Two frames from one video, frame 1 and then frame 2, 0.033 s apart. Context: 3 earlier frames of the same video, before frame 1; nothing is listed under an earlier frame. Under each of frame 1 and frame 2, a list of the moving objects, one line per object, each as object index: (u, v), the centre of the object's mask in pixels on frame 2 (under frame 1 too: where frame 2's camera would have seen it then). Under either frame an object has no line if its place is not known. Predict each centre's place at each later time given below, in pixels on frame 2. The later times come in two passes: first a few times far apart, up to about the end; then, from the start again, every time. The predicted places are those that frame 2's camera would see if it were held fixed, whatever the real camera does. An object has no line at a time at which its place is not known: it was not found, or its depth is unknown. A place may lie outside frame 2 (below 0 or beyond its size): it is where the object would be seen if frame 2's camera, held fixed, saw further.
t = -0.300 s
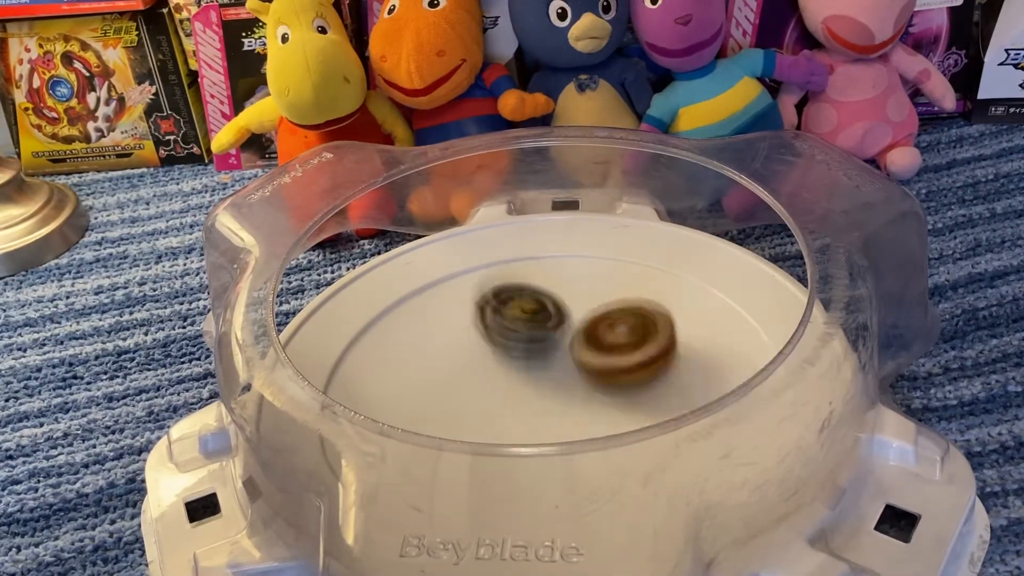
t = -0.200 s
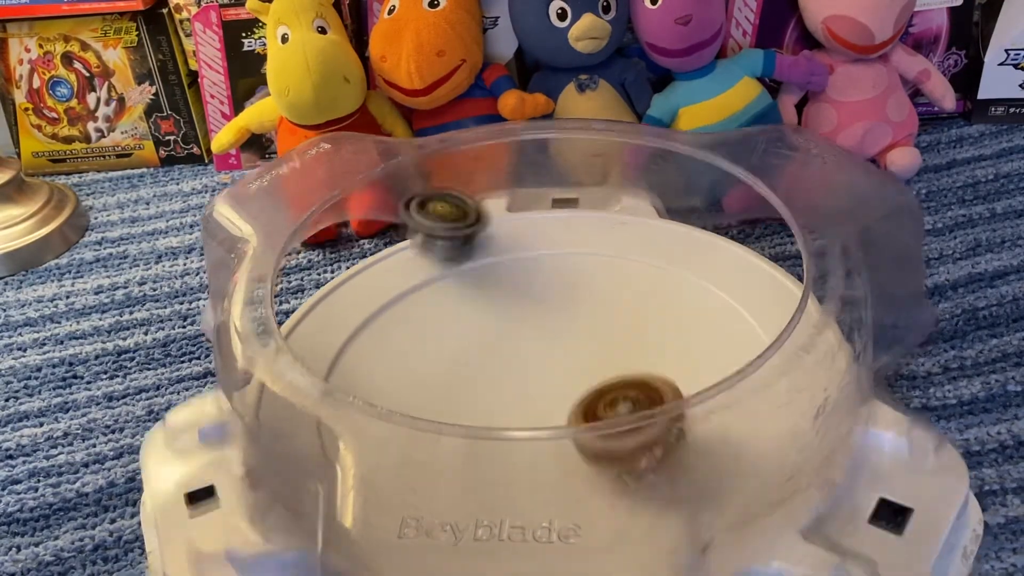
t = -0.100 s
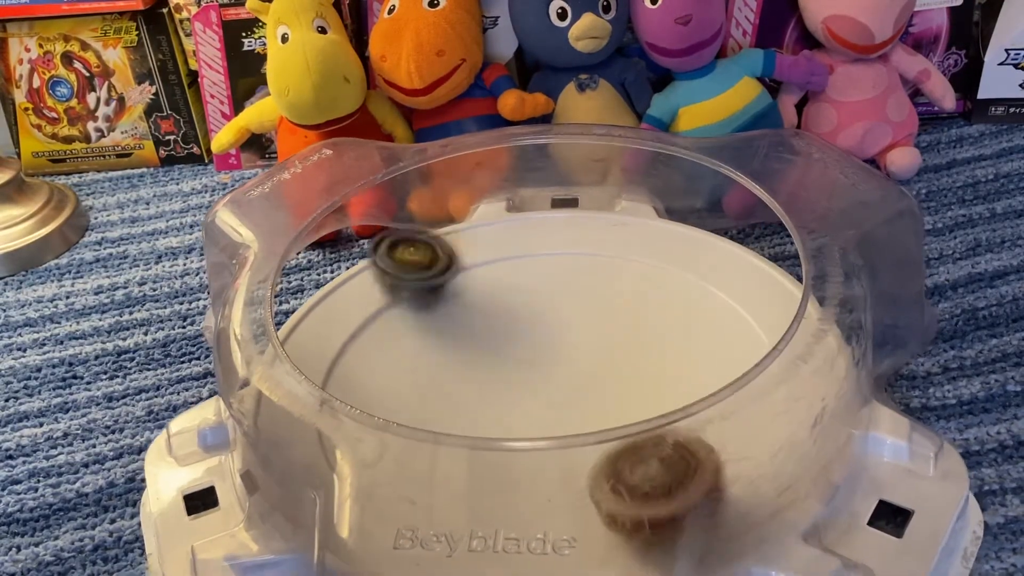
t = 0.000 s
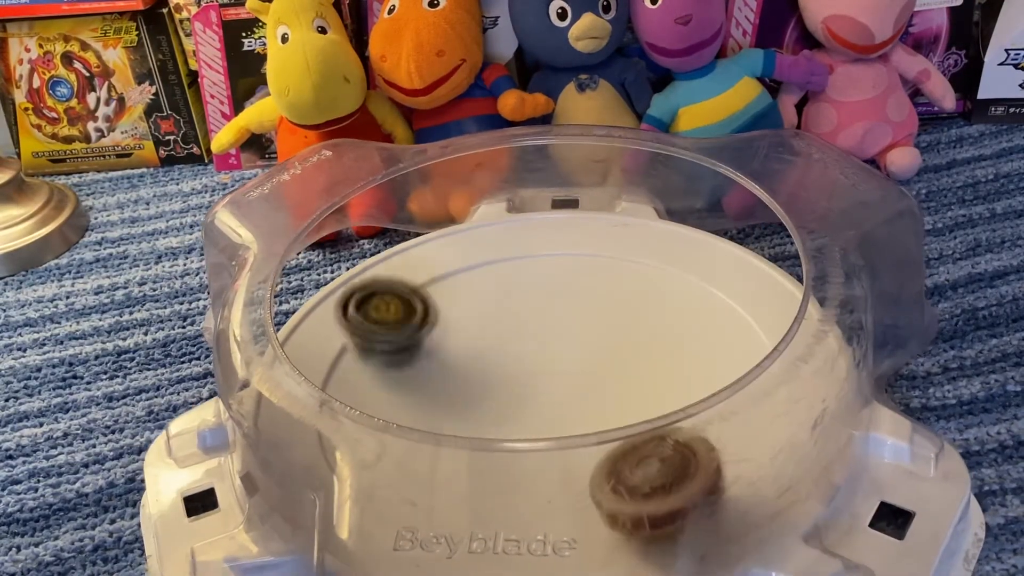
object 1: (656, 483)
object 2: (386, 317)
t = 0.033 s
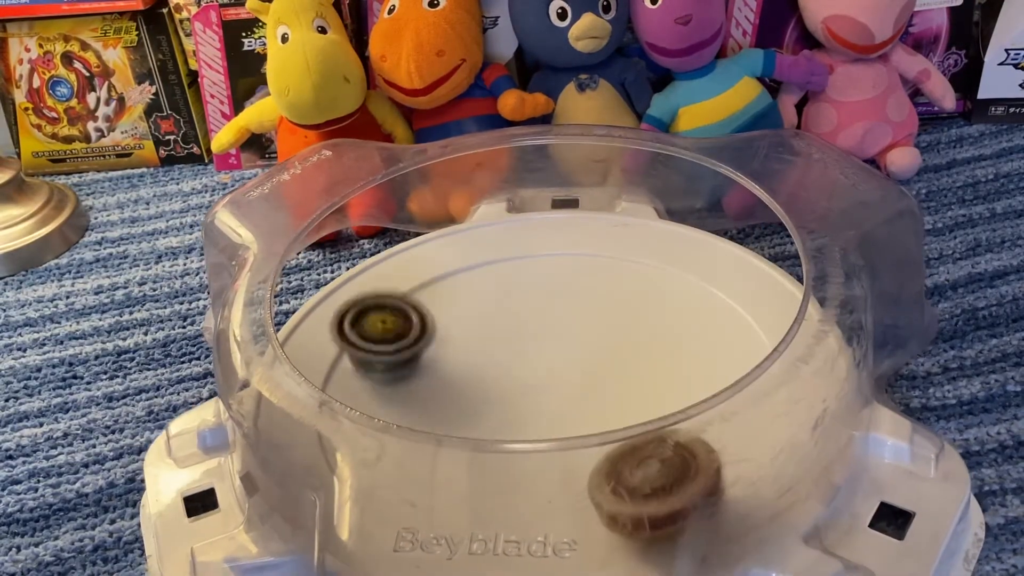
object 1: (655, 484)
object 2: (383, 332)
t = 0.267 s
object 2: (486, 388)
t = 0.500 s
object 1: (570, 454)
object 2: (619, 346)
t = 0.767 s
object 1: (423, 409)
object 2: (612, 291)
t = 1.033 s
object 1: (416, 421)
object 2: (541, 319)
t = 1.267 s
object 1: (453, 407)
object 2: (591, 357)
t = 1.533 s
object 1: (456, 351)
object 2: (645, 310)
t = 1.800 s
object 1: (424, 298)
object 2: (590, 313)
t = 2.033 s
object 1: (465, 332)
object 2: (548, 379)
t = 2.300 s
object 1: (569, 297)
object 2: (580, 419)
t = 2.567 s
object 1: (575, 277)
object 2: (592, 397)
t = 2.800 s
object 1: (584, 309)
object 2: (493, 399)
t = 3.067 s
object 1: (616, 350)
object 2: (448, 417)
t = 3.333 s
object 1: (666, 372)
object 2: (423, 400)
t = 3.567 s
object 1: (619, 377)
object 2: (403, 368)
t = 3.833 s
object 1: (526, 413)
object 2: (433, 323)
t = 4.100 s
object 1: (495, 423)
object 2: (489, 296)
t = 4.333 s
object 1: (497, 406)
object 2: (550, 292)
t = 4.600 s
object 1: (455, 362)
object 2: (617, 301)
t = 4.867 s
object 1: (452, 345)
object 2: (645, 327)
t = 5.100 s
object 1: (495, 338)
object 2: (629, 371)
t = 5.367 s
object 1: (546, 311)
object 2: (578, 406)
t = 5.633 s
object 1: (564, 319)
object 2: (511, 427)
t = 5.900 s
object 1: (601, 343)
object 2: (454, 403)
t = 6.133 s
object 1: (618, 355)
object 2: (440, 375)
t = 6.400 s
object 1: (585, 373)
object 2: (465, 329)
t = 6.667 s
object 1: (545, 402)
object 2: (503, 298)
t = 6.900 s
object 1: (515, 402)
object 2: (547, 304)
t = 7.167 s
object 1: (489, 385)
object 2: (611, 321)
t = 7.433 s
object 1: (479, 367)
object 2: (636, 344)
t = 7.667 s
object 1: (494, 356)
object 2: (608, 375)
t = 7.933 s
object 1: (529, 332)
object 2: (562, 408)
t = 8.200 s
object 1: (548, 325)
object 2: (519, 415)
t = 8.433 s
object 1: (563, 338)
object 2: (481, 396)
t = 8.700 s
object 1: (607, 365)
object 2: (458, 352)
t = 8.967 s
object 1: (605, 368)
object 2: (473, 317)
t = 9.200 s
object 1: (582, 372)
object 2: (512, 311)
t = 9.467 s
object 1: (521, 384)
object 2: (549, 304)
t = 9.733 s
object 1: (473, 388)
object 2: (590, 328)
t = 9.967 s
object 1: (478, 386)
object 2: (619, 358)
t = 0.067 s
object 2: (387, 344)
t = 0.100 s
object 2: (393, 355)
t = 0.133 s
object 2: (408, 364)
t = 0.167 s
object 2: (424, 373)
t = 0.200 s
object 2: (443, 380)
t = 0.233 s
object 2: (464, 386)
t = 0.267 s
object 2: (486, 388)
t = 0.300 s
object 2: (507, 390)
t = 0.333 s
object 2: (528, 389)
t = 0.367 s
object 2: (547, 385)
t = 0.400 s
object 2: (565, 378)
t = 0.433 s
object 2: (584, 369)
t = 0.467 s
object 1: (579, 461)
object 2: (603, 358)
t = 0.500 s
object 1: (570, 454)
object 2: (619, 346)
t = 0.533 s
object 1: (556, 449)
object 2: (628, 335)
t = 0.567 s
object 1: (539, 420)
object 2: (633, 324)
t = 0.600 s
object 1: (523, 417)
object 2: (634, 317)
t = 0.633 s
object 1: (504, 415)
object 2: (632, 309)
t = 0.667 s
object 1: (483, 413)
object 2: (629, 304)
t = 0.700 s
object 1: (463, 412)
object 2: (624, 299)
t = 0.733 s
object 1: (442, 411)
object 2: (618, 296)
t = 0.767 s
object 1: (423, 409)
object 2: (612, 291)
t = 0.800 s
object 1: (405, 408)
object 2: (606, 290)
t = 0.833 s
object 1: (390, 408)
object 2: (597, 286)
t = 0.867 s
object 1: (378, 408)
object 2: (588, 287)
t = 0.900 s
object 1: (375, 411)
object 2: (578, 288)
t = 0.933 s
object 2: (568, 293)
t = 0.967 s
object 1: (395, 418)
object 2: (558, 300)
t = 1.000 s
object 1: (406, 420)
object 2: (548, 309)
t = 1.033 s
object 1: (416, 421)
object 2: (541, 319)
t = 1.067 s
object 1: (428, 421)
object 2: (536, 330)
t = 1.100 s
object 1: (439, 421)
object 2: (532, 340)
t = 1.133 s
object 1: (450, 419)
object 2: (532, 354)
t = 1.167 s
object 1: (458, 416)
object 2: (533, 360)
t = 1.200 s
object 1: (464, 413)
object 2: (543, 367)
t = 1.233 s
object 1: (457, 410)
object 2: (567, 360)
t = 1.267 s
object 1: (453, 407)
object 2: (591, 357)
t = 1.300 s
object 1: (450, 403)
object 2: (609, 354)
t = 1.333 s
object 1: (449, 399)
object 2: (622, 345)
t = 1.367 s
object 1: (449, 394)
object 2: (633, 339)
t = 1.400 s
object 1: (450, 388)
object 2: (640, 333)
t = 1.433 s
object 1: (453, 379)
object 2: (644, 326)
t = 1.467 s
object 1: (455, 370)
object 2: (645, 321)
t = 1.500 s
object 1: (456, 361)
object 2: (645, 316)
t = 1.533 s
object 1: (456, 351)
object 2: (645, 310)
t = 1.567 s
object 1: (455, 340)
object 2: (643, 307)
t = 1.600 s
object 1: (452, 329)
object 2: (641, 303)
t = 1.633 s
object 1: (447, 320)
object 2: (636, 300)
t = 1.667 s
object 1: (442, 311)
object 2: (628, 297)
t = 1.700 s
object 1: (435, 303)
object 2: (621, 299)
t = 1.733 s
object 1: (430, 299)
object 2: (611, 302)
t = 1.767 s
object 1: (426, 297)
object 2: (600, 306)
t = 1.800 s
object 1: (424, 298)
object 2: (590, 313)
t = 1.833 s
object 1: (424, 301)
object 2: (578, 322)
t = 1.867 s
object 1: (426, 306)
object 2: (569, 330)
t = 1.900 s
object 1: (430, 312)
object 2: (561, 341)
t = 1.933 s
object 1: (436, 318)
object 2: (554, 351)
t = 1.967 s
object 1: (443, 325)
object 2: (550, 361)
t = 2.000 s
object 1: (453, 330)
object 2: (548, 370)
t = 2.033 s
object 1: (465, 332)
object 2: (548, 379)
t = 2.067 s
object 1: (476, 331)
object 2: (551, 388)
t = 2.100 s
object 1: (488, 330)
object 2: (552, 394)
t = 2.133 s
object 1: (502, 330)
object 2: (556, 399)
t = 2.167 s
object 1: (518, 327)
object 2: (559, 402)
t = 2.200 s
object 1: (534, 323)
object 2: (564, 404)
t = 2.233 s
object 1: (548, 316)
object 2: (569, 407)
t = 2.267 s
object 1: (559, 307)
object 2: (574, 408)
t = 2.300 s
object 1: (569, 297)
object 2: (580, 419)
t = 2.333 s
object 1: (577, 287)
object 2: (587, 420)
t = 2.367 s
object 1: (582, 278)
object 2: (591, 419)
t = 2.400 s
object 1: (584, 271)
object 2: (594, 420)
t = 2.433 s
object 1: (585, 268)
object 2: (598, 417)
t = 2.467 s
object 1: (583, 267)
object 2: (598, 405)
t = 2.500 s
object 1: (581, 268)
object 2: (598, 402)
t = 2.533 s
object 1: (578, 272)
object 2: (597, 400)
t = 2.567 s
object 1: (575, 277)
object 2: (592, 397)
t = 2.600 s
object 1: (572, 283)
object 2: (585, 393)
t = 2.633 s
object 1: (569, 290)
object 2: (578, 389)
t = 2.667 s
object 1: (566, 297)
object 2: (568, 388)
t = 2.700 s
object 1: (564, 303)
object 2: (556, 384)
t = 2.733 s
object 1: (565, 307)
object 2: (543, 379)
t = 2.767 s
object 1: (574, 308)
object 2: (518, 392)
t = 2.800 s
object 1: (584, 309)
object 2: (493, 399)
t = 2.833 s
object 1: (590, 311)
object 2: (473, 405)
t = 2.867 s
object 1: (595, 313)
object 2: (459, 408)
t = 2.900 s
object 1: (597, 318)
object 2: (450, 410)
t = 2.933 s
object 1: (599, 322)
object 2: (445, 412)
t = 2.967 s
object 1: (602, 328)
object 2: (443, 414)
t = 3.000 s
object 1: (605, 335)
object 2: (444, 415)
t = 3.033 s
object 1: (610, 343)
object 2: (446, 416)
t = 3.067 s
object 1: (616, 350)
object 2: (448, 417)
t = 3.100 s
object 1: (623, 355)
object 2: (449, 417)
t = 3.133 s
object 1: (632, 360)
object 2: (449, 416)
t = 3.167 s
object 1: (643, 366)
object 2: (447, 415)
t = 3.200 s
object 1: (653, 369)
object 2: (444, 412)
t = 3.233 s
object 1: (659, 370)
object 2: (439, 410)
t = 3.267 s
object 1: (665, 371)
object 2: (433, 407)
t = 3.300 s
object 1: (667, 372)
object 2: (428, 404)
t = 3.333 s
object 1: (666, 372)
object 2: (423, 400)
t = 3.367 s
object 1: (664, 373)
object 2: (417, 397)
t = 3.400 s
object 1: (659, 374)
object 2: (412, 393)
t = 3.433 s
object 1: (653, 374)
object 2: (408, 389)
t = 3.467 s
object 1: (646, 375)
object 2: (406, 384)
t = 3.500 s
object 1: (638, 376)
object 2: (404, 381)
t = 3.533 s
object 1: (628, 375)
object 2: (403, 376)
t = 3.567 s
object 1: (619, 377)
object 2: (403, 368)
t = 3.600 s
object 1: (608, 379)
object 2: (404, 364)
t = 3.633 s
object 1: (596, 383)
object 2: (406, 355)
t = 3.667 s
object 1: (583, 388)
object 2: (409, 349)
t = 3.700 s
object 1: (571, 394)
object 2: (412, 344)
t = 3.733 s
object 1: (558, 400)
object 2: (416, 338)
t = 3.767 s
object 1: (546, 405)
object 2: (421, 333)
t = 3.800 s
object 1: (536, 409)
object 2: (427, 328)
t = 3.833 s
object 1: (526, 413)
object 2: (433, 323)
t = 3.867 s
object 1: (518, 416)
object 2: (440, 318)
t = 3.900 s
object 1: (511, 420)
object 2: (446, 314)
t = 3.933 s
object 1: (506, 422)
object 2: (453, 310)
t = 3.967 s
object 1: (503, 423)
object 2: (459, 306)
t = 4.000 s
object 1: (500, 424)
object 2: (467, 303)
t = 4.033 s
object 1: (497, 424)
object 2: (474, 300)
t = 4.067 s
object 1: (496, 424)
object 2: (482, 299)
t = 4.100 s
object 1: (495, 423)
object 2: (489, 296)
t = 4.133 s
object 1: (495, 421)
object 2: (498, 294)
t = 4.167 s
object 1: (495, 420)
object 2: (507, 293)
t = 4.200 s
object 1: (495, 417)
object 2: (515, 293)
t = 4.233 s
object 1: (496, 415)
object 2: (524, 291)
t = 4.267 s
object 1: (497, 412)
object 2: (532, 292)
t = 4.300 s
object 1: (497, 410)
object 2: (542, 292)
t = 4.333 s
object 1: (497, 406)
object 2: (550, 292)
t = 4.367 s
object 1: (495, 402)
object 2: (560, 292)
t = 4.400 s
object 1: (491, 397)
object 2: (569, 293)
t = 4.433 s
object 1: (489, 391)
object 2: (578, 293)
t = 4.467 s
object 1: (483, 384)
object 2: (586, 294)
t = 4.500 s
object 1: (477, 378)
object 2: (594, 294)
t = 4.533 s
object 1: (469, 372)
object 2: (602, 296)
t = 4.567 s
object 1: (461, 367)
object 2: (610, 298)
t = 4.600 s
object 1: (455, 362)
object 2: (617, 301)
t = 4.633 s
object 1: (449, 358)
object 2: (623, 303)
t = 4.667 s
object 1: (444, 355)
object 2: (628, 304)
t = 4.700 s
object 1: (442, 352)
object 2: (633, 306)
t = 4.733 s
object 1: (441, 350)
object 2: (638, 311)
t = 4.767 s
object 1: (442, 348)
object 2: (641, 315)
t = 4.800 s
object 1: (445, 347)
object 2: (643, 319)
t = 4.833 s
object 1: (448, 346)
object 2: (644, 323)
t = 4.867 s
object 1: (452, 345)
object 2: (645, 327)
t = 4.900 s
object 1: (457, 346)
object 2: (644, 332)
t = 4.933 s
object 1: (462, 345)
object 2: (643, 337)
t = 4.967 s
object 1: (469, 344)
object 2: (640, 343)
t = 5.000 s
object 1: (474, 344)
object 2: (638, 350)
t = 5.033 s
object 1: (480, 342)
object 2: (635, 357)
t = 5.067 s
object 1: (488, 340)
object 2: (632, 364)
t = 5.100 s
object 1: (495, 338)
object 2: (629, 371)
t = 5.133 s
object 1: (502, 336)
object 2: (624, 377)
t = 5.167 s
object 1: (510, 333)
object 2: (618, 381)
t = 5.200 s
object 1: (517, 329)
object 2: (612, 387)
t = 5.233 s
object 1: (523, 326)
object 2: (607, 391)
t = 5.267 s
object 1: (530, 322)
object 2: (600, 395)
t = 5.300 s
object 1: (536, 318)
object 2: (593, 399)
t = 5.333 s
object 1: (541, 314)
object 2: (586, 403)
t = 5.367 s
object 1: (546, 311)
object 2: (578, 406)
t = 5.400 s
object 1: (549, 309)
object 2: (569, 409)
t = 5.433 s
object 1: (553, 308)
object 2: (563, 420)
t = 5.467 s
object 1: (555, 308)
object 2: (552, 414)
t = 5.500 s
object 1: (557, 309)
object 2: (544, 415)
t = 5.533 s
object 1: (559, 311)
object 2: (537, 425)
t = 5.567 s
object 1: (560, 312)
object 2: (528, 427)
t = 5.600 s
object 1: (562, 315)
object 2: (520, 427)
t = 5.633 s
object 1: (564, 319)
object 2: (511, 427)
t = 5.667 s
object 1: (566, 321)
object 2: (502, 427)
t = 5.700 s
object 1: (571, 325)
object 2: (495, 415)
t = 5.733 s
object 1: (574, 328)
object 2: (487, 414)
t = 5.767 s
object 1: (579, 331)
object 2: (479, 412)
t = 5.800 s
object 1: (585, 334)
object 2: (472, 410)
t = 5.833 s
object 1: (591, 338)
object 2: (466, 408)
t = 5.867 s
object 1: (596, 340)
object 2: (460, 406)
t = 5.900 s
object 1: (601, 343)
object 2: (454, 403)
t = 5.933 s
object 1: (607, 345)
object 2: (450, 400)
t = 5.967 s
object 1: (611, 348)
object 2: (446, 397)
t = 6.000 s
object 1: (615, 350)
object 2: (443, 394)
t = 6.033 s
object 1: (618, 351)
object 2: (440, 390)
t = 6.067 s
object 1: (620, 353)
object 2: (440, 386)
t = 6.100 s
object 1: (620, 354)
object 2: (439, 381)
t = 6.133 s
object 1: (618, 355)
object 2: (440, 375)
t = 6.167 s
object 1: (616, 356)
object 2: (441, 369)
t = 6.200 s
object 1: (612, 358)
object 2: (444, 364)
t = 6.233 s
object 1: (609, 359)
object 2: (446, 358)
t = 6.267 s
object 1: (604, 361)
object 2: (449, 352)
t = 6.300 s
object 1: (600, 363)
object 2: (453, 346)
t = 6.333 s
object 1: (596, 366)
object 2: (456, 341)
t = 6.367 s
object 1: (591, 370)
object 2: (461, 335)
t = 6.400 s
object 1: (585, 373)
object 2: (465, 329)
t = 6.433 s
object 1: (581, 378)
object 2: (469, 324)
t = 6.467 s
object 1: (576, 383)
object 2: (474, 318)
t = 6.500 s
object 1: (571, 387)
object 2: (479, 314)
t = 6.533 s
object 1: (566, 391)
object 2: (483, 309)
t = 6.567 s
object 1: (561, 395)
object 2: (488, 305)
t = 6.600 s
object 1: (555, 398)
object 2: (494, 302)
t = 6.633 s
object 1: (550, 400)
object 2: (499, 300)
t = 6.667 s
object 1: (545, 402)
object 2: (503, 298)
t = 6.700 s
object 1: (540, 403)
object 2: (508, 297)
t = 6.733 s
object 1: (535, 404)
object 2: (513, 298)
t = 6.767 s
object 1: (530, 404)
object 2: (519, 298)
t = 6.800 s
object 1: (526, 404)
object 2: (525, 299)
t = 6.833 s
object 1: (521, 403)
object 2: (531, 298)
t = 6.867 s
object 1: (518, 403)
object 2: (539, 301)
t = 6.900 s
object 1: (515, 402)
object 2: (547, 304)
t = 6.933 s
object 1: (511, 401)
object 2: (555, 305)
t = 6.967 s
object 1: (508, 400)
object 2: (563, 306)
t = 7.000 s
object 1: (505, 398)
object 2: (572, 309)
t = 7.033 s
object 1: (502, 396)
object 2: (580, 311)
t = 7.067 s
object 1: (499, 394)
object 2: (589, 315)
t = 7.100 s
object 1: (496, 391)
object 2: (596, 316)
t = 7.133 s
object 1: (492, 388)
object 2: (604, 318)
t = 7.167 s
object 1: (489, 385)
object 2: (611, 321)
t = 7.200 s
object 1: (487, 383)
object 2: (617, 324)
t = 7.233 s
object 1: (483, 380)
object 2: (623, 327)
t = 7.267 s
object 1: (480, 377)
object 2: (627, 329)
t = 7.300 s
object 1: (478, 374)
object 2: (631, 332)
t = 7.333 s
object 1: (478, 372)
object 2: (634, 334)
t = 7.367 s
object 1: (478, 370)
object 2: (636, 337)
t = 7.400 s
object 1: (478, 369)
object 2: (637, 340)
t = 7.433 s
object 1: (479, 367)
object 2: (636, 344)
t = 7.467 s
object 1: (481, 365)
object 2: (635, 347)
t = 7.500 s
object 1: (483, 366)
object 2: (633, 353)
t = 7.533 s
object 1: (485, 362)
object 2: (630, 356)
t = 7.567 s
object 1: (487, 361)
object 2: (626, 360)
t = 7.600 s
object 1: (489, 359)
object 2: (620, 365)
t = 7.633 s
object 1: (491, 357)
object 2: (614, 370)
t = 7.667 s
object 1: (494, 356)
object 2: (608, 375)
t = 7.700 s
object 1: (497, 354)
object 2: (601, 381)
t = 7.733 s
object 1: (501, 351)
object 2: (593, 385)
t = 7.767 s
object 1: (504, 346)
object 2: (587, 388)
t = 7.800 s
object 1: (507, 343)
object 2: (582, 395)
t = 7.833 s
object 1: (513, 339)
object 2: (579, 398)
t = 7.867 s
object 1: (519, 336)
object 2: (573, 402)
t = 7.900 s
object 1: (524, 334)
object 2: (568, 405)
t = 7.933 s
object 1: (529, 332)
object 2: (562, 408)
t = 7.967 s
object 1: (534, 329)
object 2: (556, 410)
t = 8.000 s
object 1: (537, 327)
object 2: (551, 413)
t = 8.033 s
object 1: (540, 325)
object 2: (546, 422)
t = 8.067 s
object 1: (542, 325)
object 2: (541, 424)
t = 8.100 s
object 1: (544, 325)
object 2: (535, 425)
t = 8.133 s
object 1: (546, 325)
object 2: (530, 416)
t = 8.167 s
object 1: (547, 325)
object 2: (524, 416)
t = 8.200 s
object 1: (548, 325)
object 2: (519, 415)
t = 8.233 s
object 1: (550, 327)
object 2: (513, 413)
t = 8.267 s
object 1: (551, 327)
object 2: (508, 412)
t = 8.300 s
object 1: (553, 329)
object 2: (502, 409)
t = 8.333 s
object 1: (554, 331)
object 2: (496, 407)
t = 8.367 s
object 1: (556, 333)
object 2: (490, 403)
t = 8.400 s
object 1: (559, 335)
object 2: (485, 400)
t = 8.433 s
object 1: (563, 338)
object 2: (481, 396)
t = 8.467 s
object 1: (567, 342)
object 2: (477, 390)
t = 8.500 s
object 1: (572, 346)
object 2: (473, 385)
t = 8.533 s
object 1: (577, 350)
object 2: (470, 379)
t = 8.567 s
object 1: (583, 353)
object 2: (466, 374)
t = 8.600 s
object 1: (589, 357)
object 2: (463, 368)
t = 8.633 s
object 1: (596, 361)
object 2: (461, 363)
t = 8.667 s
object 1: (602, 363)
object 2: (459, 357)
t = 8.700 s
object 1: (607, 365)
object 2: (458, 352)
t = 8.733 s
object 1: (610, 367)
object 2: (458, 346)
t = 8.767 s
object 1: (611, 367)
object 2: (458, 341)
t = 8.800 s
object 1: (610, 368)
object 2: (459, 336)
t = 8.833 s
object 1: (610, 368)
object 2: (460, 331)
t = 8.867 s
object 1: (609, 368)
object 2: (463, 327)
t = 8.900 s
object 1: (608, 368)
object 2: (466, 323)
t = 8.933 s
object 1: (607, 368)
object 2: (469, 320)
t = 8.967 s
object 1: (605, 368)
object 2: (473, 317)
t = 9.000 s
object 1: (603, 368)
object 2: (477, 315)
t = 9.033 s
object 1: (601, 369)
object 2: (481, 313)
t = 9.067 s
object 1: (599, 369)
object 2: (486, 312)
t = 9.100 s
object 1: (595, 369)
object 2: (492, 311)
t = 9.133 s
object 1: (592, 370)
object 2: (498, 311)
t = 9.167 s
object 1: (587, 371)
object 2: (505, 311)
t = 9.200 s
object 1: (582, 372)
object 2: (512, 311)
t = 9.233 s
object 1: (576, 375)
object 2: (518, 308)
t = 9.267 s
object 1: (571, 378)
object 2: (522, 305)
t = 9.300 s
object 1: (564, 379)
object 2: (527, 303)
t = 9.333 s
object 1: (557, 381)
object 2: (531, 301)
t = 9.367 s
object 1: (548, 382)
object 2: (535, 300)
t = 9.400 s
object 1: (540, 383)
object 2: (540, 301)
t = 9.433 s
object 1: (531, 384)
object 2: (545, 302)
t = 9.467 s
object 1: (521, 384)
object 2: (549, 304)
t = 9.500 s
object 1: (513, 385)
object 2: (554, 304)
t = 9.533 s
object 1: (504, 386)
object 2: (559, 306)
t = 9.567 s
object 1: (495, 387)
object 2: (564, 309)
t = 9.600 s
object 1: (488, 387)
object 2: (569, 312)
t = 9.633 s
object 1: (482, 387)
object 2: (574, 316)
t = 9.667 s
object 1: (476, 388)
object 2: (580, 320)
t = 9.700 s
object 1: (474, 388)
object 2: (585, 324)
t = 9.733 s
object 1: (473, 388)
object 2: (590, 328)
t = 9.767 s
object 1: (473, 388)
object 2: (595, 332)
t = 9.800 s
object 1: (473, 388)
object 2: (600, 337)
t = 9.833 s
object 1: (474, 387)
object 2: (605, 341)
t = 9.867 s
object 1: (475, 387)
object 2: (609, 344)
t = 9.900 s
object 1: (475, 387)
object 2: (613, 348)
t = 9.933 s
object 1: (476, 386)
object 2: (617, 354)
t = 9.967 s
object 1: (478, 386)
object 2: (619, 358)
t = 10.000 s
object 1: (479, 385)
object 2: (620, 361)
